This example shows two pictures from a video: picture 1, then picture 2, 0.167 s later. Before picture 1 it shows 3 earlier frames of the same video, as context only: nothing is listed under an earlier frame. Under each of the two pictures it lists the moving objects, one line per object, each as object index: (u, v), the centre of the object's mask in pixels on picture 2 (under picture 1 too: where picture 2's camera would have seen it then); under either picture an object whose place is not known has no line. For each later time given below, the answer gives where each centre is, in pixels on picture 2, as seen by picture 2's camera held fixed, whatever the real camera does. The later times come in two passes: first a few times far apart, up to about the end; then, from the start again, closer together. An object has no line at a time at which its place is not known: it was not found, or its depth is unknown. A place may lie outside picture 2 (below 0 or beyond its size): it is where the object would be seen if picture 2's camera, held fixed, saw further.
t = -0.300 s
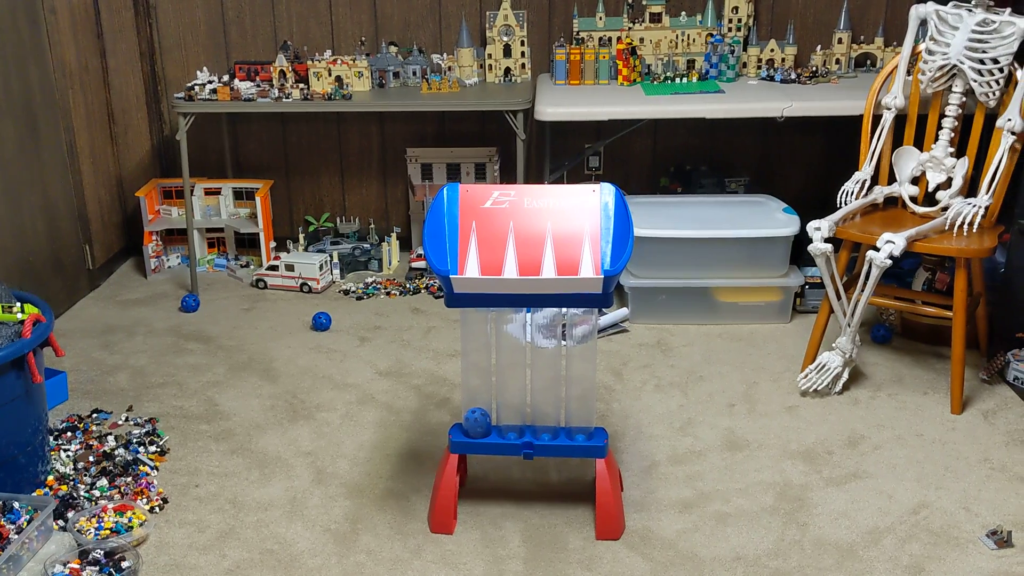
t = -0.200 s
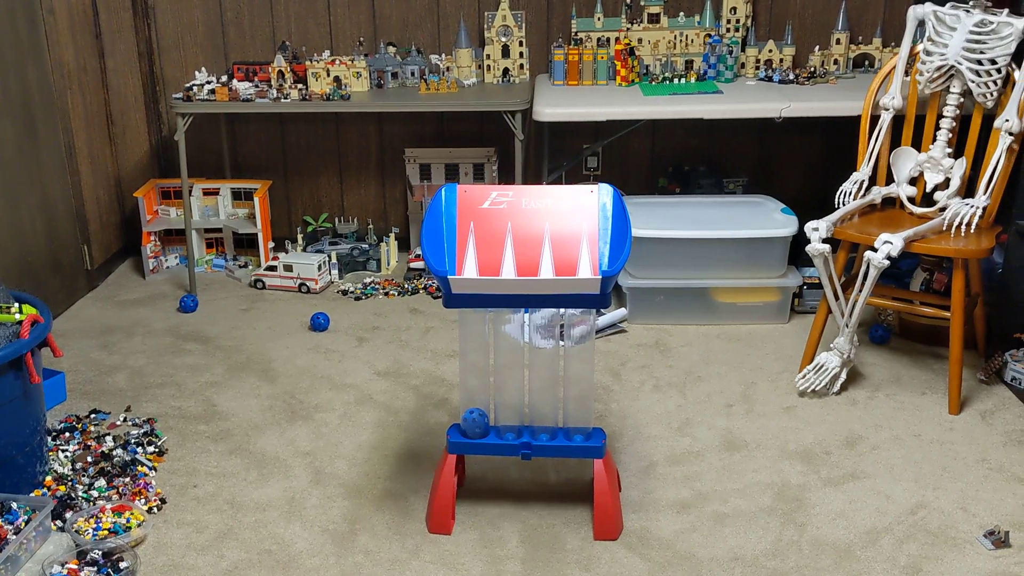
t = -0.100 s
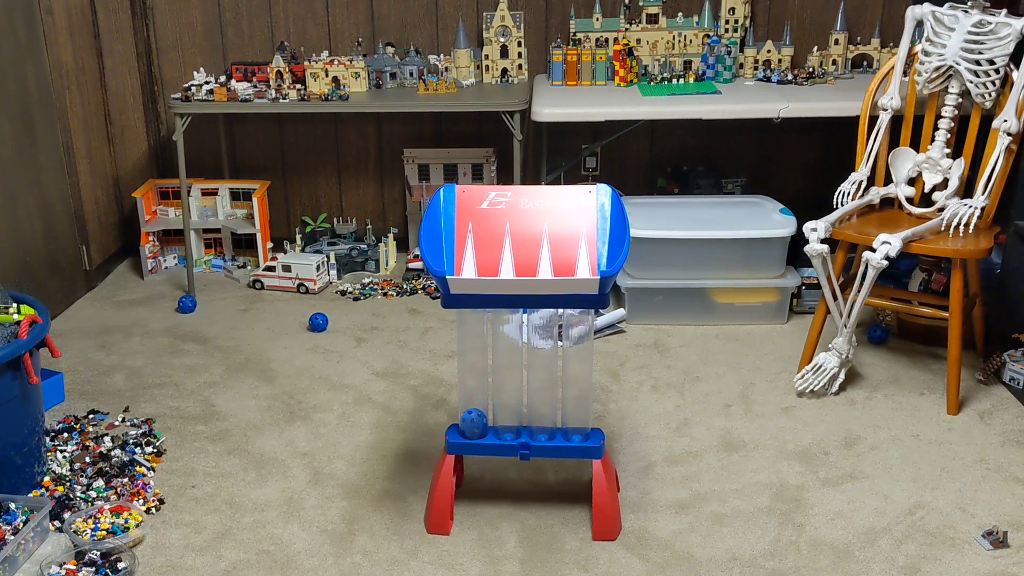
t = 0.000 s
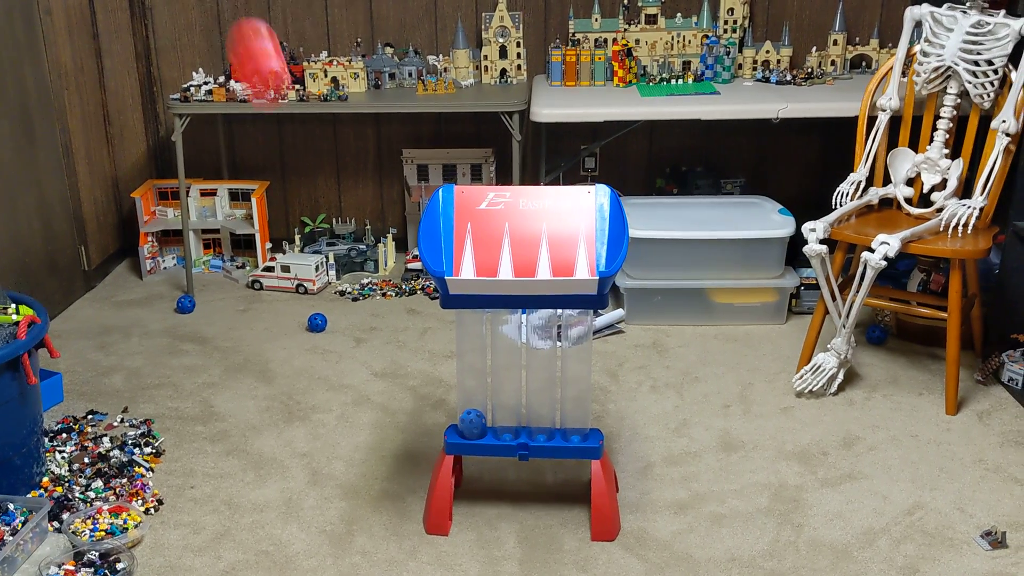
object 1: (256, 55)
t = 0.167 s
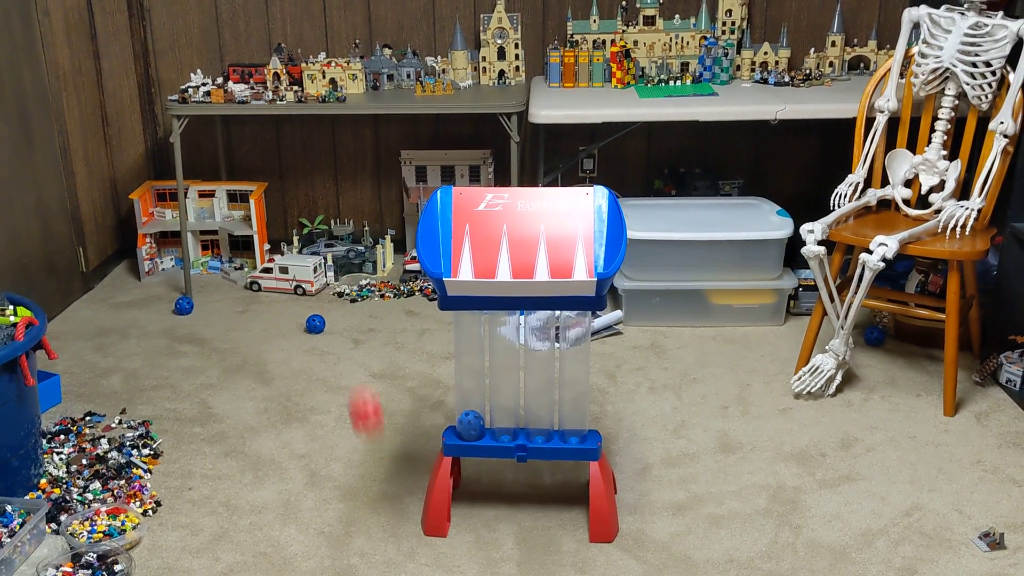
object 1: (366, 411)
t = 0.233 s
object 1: (391, 526)
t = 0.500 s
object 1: (379, 348)
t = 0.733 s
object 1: (376, 405)
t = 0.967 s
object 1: (380, 414)
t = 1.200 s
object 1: (389, 409)
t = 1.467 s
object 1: (397, 395)
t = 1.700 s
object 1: (404, 377)
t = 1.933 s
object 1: (412, 365)
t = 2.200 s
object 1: (420, 356)
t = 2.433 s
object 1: (427, 350)
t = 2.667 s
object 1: (434, 347)
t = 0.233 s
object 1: (391, 526)
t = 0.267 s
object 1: (392, 514)
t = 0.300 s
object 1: (390, 476)
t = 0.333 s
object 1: (388, 443)
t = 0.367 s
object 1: (386, 415)
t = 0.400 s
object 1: (383, 391)
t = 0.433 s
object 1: (382, 372)
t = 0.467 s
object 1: (380, 358)
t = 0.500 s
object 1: (379, 348)
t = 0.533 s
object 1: (378, 343)
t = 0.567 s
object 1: (377, 343)
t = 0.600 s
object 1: (376, 346)
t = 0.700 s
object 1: (376, 384)
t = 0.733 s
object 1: (376, 405)
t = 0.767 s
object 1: (376, 430)
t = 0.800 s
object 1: (377, 458)
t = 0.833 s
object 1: (377, 476)
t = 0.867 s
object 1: (378, 452)
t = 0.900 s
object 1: (379, 435)
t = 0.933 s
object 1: (379, 423)
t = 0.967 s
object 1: (380, 414)
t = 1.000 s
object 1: (381, 411)
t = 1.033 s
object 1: (383, 410)
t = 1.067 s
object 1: (384, 413)
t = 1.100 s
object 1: (386, 421)
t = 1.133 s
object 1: (387, 427)
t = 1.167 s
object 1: (388, 415)
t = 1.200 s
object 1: (389, 409)
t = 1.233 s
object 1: (389, 406)
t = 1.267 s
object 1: (390, 409)
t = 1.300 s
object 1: (391, 411)
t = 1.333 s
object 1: (392, 406)
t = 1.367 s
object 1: (393, 403)
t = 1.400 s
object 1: (394, 401)
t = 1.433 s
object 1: (395, 397)
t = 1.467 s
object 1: (397, 395)
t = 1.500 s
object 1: (398, 392)
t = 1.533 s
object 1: (399, 389)
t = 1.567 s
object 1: (400, 386)
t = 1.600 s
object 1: (401, 384)
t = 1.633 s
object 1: (402, 382)
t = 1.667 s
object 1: (403, 379)
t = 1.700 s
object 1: (404, 377)
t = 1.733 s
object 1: (405, 375)
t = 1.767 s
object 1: (407, 374)
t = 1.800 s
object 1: (408, 372)
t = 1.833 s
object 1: (409, 370)
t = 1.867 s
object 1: (409, 369)
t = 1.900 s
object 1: (411, 367)
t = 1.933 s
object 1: (412, 365)
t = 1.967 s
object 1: (413, 364)
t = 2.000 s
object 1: (414, 363)
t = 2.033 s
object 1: (415, 362)
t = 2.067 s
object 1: (416, 360)
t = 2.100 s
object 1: (417, 359)
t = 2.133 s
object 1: (418, 358)
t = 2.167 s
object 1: (419, 357)
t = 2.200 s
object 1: (420, 356)
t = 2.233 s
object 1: (422, 355)
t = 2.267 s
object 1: (422, 354)
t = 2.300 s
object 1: (423, 353)
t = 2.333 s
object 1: (424, 352)
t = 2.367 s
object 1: (425, 352)
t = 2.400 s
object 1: (426, 351)
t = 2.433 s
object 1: (427, 350)
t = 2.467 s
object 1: (429, 349)
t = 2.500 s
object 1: (430, 349)
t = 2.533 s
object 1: (430, 348)
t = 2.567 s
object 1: (431, 348)
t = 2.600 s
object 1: (432, 348)
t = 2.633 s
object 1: (433, 347)
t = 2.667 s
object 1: (434, 347)
